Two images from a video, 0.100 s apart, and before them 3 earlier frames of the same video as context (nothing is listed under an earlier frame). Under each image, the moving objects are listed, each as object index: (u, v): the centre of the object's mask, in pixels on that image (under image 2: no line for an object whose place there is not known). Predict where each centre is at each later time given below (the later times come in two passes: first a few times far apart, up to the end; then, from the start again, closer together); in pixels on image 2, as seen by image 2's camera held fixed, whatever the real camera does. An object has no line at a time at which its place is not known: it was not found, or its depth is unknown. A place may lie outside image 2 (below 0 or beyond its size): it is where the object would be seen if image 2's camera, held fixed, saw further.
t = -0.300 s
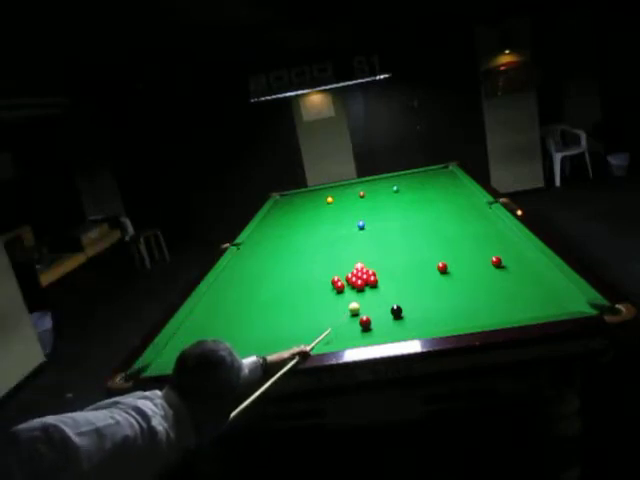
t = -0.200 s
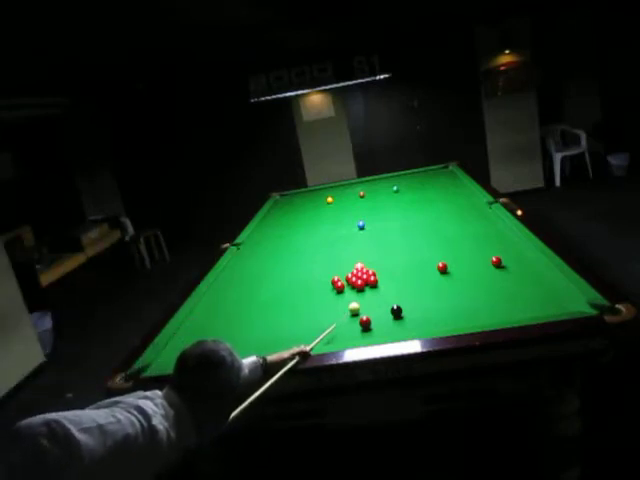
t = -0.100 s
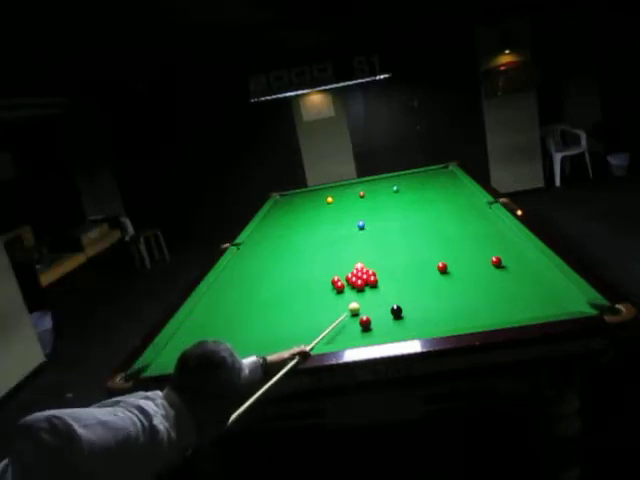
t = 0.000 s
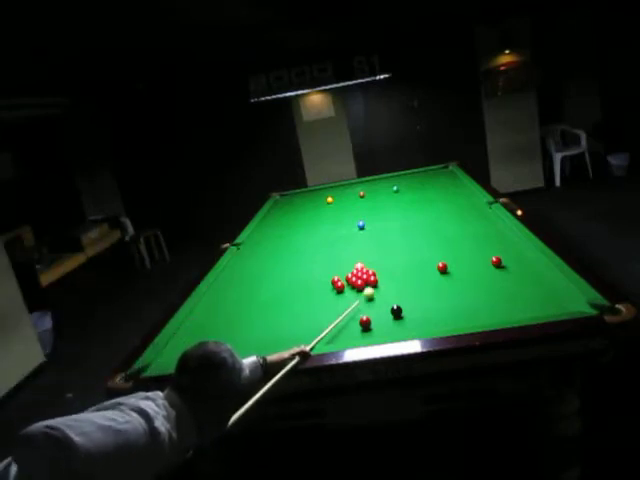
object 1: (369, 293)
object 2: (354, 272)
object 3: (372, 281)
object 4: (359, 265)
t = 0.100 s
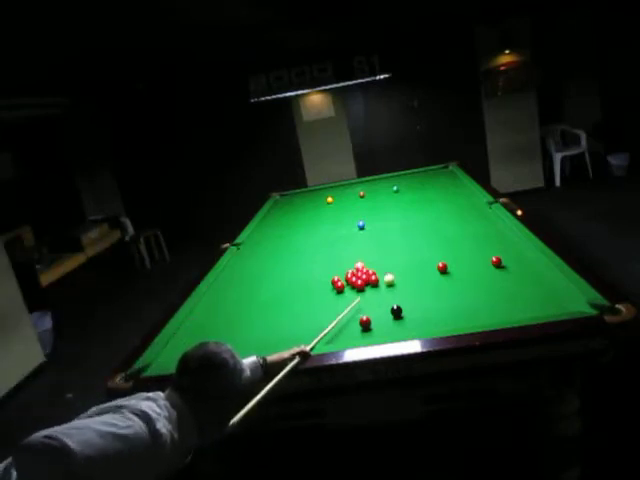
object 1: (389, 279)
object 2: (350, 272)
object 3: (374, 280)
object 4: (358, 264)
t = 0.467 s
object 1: (461, 246)
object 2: (318, 273)
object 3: (386, 276)
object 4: (360, 260)
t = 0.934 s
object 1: (472, 224)
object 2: (284, 271)
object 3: (398, 271)
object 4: (360, 254)
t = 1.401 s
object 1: (413, 220)
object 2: (256, 270)
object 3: (406, 268)
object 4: (360, 249)
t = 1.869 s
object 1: (367, 218)
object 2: (232, 269)
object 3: (410, 267)
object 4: (360, 245)
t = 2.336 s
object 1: (328, 215)
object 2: (236, 265)
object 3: (411, 266)
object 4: (360, 243)
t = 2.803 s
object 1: (297, 213)
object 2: (251, 261)
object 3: (411, 266)
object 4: (360, 241)
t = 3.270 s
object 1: (271, 212)
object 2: (262, 257)
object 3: (411, 266)
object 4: (361, 240)
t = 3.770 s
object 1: (284, 206)
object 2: (271, 255)
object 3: (411, 266)
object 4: (361, 240)
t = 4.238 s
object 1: (300, 200)
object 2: (275, 254)
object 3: (411, 266)
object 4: (361, 240)
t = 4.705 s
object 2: (276, 253)
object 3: (411, 267)
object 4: (361, 240)
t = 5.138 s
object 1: (325, 191)
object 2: (276, 253)
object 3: (411, 266)
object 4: (361, 240)
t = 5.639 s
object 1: (336, 188)
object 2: (276, 253)
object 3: (411, 266)
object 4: (361, 240)
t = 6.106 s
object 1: (344, 185)
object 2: (276, 253)
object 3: (411, 267)
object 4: (361, 240)
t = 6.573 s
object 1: (351, 183)
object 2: (276, 253)
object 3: (411, 267)
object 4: (361, 240)
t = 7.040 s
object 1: (355, 182)
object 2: (276, 253)
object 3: (411, 267)
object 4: (361, 240)
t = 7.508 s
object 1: (356, 182)
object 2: (276, 253)
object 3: (411, 267)
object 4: (361, 240)
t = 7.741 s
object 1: (357, 182)
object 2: (276, 253)
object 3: (411, 267)
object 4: (361, 240)
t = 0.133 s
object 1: (397, 276)
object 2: (346, 272)
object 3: (375, 280)
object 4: (358, 264)
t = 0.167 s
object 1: (404, 273)
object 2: (343, 273)
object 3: (376, 279)
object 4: (359, 263)
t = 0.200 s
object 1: (411, 270)
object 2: (341, 273)
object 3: (378, 279)
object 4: (359, 263)
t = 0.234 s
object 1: (418, 266)
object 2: (338, 273)
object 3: (378, 278)
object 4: (359, 263)
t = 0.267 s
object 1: (424, 263)
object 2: (335, 272)
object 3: (380, 278)
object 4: (359, 263)
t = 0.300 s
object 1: (431, 260)
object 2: (332, 273)
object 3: (381, 278)
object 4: (359, 262)
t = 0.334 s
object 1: (437, 256)
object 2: (329, 273)
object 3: (382, 277)
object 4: (359, 262)
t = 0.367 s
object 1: (443, 254)
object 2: (326, 273)
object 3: (383, 277)
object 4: (360, 261)
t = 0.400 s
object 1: (449, 251)
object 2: (324, 273)
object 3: (384, 277)
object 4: (360, 261)
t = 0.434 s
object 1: (455, 248)
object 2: (321, 273)
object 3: (385, 277)
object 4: (360, 261)
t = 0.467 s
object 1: (461, 246)
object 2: (318, 273)
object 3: (386, 276)
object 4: (360, 260)
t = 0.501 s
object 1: (467, 243)
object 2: (315, 272)
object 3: (387, 276)
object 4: (360, 260)
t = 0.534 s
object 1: (473, 240)
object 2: (313, 272)
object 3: (388, 275)
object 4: (360, 259)
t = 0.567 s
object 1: (479, 238)
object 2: (310, 272)
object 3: (389, 275)
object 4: (360, 259)
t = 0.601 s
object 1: (483, 235)
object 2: (308, 272)
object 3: (390, 274)
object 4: (360, 258)
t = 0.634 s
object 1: (489, 233)
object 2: (305, 272)
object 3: (391, 274)
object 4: (360, 258)
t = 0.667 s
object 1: (494, 230)
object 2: (303, 272)
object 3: (392, 274)
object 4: (360, 257)
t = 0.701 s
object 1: (499, 228)
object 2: (300, 272)
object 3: (393, 273)
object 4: (360, 257)
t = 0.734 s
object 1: (503, 225)
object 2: (298, 272)
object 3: (393, 273)
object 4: (360, 257)
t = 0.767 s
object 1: (499, 225)
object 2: (296, 272)
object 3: (394, 273)
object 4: (360, 256)
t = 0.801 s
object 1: (492, 225)
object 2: (293, 272)
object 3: (395, 272)
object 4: (360, 256)
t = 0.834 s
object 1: (487, 225)
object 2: (291, 271)
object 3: (396, 272)
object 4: (360, 255)
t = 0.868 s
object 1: (482, 225)
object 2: (289, 271)
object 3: (396, 272)
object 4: (360, 255)
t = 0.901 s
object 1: (477, 224)
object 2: (286, 271)
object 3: (397, 271)
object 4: (360, 254)
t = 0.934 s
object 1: (472, 224)
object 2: (284, 271)
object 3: (398, 271)
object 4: (360, 254)
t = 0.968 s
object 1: (468, 224)
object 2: (282, 271)
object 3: (399, 271)
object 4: (360, 253)
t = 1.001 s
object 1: (463, 223)
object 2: (280, 271)
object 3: (399, 271)
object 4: (360, 253)
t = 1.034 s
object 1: (458, 223)
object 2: (277, 271)
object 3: (400, 271)
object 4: (360, 253)
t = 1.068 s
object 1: (454, 223)
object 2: (275, 270)
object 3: (400, 271)
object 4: (360, 252)
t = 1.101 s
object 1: (450, 222)
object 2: (273, 271)
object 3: (401, 270)
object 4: (360, 252)
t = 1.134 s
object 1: (445, 222)
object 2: (271, 270)
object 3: (402, 270)
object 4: (360, 251)
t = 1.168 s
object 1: (441, 222)
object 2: (269, 270)
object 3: (402, 269)
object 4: (360, 252)
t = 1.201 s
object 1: (437, 222)
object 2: (267, 270)
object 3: (403, 269)
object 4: (360, 251)
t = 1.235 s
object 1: (433, 221)
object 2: (265, 270)
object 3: (403, 269)
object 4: (360, 251)
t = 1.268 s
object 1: (429, 221)
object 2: (263, 270)
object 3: (404, 269)
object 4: (360, 250)
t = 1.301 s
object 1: (425, 221)
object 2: (261, 270)
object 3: (405, 269)
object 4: (360, 250)
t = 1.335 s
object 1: (421, 221)
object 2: (259, 270)
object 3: (405, 269)
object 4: (360, 250)
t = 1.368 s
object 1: (417, 221)
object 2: (258, 270)
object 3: (405, 269)
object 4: (360, 249)
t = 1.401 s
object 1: (413, 220)
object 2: (256, 270)
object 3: (406, 268)
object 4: (360, 249)
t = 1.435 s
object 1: (410, 220)
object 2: (254, 270)
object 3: (406, 268)
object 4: (360, 249)
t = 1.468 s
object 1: (406, 220)
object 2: (252, 270)
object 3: (407, 268)
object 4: (360, 249)
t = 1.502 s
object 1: (402, 220)
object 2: (250, 270)
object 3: (407, 268)
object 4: (360, 248)
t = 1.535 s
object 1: (399, 220)
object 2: (248, 269)
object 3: (407, 268)
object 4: (360, 248)
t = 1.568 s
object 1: (395, 219)
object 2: (246, 269)
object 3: (408, 268)
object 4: (360, 248)
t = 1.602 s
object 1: (392, 219)
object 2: (245, 269)
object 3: (408, 268)
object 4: (360, 248)
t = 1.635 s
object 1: (389, 219)
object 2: (243, 269)
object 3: (408, 268)
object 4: (360, 247)
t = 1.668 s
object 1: (385, 219)
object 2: (241, 269)
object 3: (409, 267)
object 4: (360, 247)
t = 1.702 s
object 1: (382, 219)
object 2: (240, 269)
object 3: (409, 267)
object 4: (360, 247)
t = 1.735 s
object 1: (379, 218)
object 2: (238, 269)
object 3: (409, 267)
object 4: (360, 247)
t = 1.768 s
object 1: (376, 218)
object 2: (237, 269)
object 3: (409, 267)
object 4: (360, 246)
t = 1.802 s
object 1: (373, 218)
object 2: (235, 269)
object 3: (410, 267)
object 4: (360, 246)
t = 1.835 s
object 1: (370, 218)
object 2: (233, 269)
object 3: (410, 267)
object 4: (360, 246)
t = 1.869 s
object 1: (367, 218)
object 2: (232, 269)
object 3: (410, 267)
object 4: (360, 245)
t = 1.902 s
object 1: (363, 217)
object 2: (230, 269)
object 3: (410, 267)
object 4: (360, 245)
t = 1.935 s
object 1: (360, 217)
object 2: (229, 269)
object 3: (410, 267)
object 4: (360, 245)
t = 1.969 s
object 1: (357, 217)
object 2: (227, 269)
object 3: (410, 266)
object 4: (360, 245)
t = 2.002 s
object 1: (355, 217)
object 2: (226, 268)
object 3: (411, 267)
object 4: (360, 245)
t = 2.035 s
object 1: (352, 217)
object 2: (225, 269)
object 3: (411, 266)
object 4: (360, 244)
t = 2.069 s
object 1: (349, 216)
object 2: (226, 268)
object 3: (411, 266)
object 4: (360, 244)
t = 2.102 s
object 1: (347, 216)
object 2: (227, 268)
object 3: (411, 266)
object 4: (360, 244)
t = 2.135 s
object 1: (344, 216)
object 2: (229, 267)
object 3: (411, 266)
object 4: (360, 244)
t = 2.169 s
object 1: (341, 216)
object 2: (230, 267)
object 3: (411, 266)
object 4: (360, 243)
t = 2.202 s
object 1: (338, 216)
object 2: (231, 267)
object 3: (411, 266)
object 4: (360, 243)
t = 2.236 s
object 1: (336, 215)
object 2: (233, 266)
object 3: (411, 266)
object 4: (360, 243)
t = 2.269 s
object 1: (333, 215)
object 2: (234, 266)
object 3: (411, 266)
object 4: (360, 243)
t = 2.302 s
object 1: (331, 215)
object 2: (235, 265)
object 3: (411, 266)
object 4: (360, 243)
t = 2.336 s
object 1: (328, 215)
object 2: (236, 265)
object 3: (411, 266)
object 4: (360, 243)
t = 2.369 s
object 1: (326, 215)
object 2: (237, 265)
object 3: (411, 266)
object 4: (360, 243)
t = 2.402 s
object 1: (323, 215)
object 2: (239, 264)
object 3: (411, 266)
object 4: (360, 242)
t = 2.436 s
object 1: (321, 215)
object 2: (240, 264)
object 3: (411, 266)
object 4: (360, 242)
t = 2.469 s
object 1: (319, 215)
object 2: (241, 264)
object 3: (411, 266)
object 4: (360, 242)
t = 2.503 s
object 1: (316, 214)
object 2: (242, 263)
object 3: (411, 266)
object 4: (360, 242)
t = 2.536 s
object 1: (314, 214)
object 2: (243, 263)
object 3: (411, 266)
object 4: (360, 242)
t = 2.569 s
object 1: (312, 214)
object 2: (244, 263)
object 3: (411, 266)
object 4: (360, 242)
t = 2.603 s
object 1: (310, 214)
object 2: (245, 262)
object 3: (411, 266)
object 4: (360, 242)
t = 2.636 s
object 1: (307, 214)
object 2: (246, 262)
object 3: (411, 266)
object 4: (360, 242)
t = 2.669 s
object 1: (305, 214)
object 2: (247, 262)
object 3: (411, 266)
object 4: (360, 242)
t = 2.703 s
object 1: (303, 214)
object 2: (248, 262)
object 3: (411, 266)
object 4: (360, 241)
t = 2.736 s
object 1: (301, 213)
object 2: (249, 261)
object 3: (411, 266)
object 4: (360, 241)
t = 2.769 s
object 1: (299, 213)
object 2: (250, 261)
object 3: (411, 266)
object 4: (360, 241)
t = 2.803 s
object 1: (297, 213)
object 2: (251, 261)
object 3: (411, 266)
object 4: (360, 241)
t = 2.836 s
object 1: (295, 213)
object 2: (252, 260)
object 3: (411, 266)
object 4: (361, 241)
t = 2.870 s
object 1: (293, 213)
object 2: (253, 260)
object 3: (411, 266)
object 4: (360, 241)
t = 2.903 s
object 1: (291, 213)
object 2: (254, 260)
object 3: (411, 266)
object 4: (361, 241)
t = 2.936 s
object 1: (289, 213)
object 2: (255, 260)
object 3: (411, 266)
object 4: (361, 241)
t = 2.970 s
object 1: (287, 213)
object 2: (255, 259)
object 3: (411, 266)
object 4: (361, 241)
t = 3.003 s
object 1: (285, 213)
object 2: (257, 259)
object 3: (411, 266)
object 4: (361, 241)
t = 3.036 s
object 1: (284, 213)
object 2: (257, 259)
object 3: (411, 266)
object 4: (360, 240)
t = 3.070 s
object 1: (282, 212)
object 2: (259, 259)
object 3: (411, 266)
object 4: (360, 240)
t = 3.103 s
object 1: (280, 212)
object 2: (259, 258)
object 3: (411, 266)
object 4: (360, 240)
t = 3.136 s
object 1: (278, 212)
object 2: (260, 258)
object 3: (411, 266)
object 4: (360, 240)
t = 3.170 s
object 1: (276, 212)
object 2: (260, 258)
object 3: (411, 266)
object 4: (360, 240)
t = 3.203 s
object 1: (275, 212)
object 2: (261, 257)
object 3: (411, 266)
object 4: (361, 240)
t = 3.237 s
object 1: (273, 212)
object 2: (262, 257)
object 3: (411, 266)
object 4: (361, 240)
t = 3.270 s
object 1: (271, 212)
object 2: (262, 257)
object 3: (411, 266)
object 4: (361, 240)
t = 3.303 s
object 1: (270, 212)
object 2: (263, 257)
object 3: (411, 266)
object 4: (361, 240)
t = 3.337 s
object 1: (268, 211)
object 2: (263, 257)
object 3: (411, 266)
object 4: (361, 240)
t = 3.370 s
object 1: (268, 211)
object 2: (264, 257)
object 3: (411, 266)
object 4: (361, 240)
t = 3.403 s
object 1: (270, 211)
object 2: (265, 256)
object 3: (411, 266)
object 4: (361, 240)
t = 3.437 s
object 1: (271, 210)
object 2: (265, 256)
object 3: (411, 266)
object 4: (361, 240)
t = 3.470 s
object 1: (273, 210)
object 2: (266, 256)
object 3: (411, 266)
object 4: (361, 240)
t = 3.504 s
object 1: (274, 209)
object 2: (266, 256)
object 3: (411, 266)
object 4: (361, 240)
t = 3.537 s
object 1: (275, 209)
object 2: (267, 256)
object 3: (411, 266)
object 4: (361, 240)
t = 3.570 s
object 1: (276, 208)
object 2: (268, 255)
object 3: (411, 266)
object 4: (361, 240)
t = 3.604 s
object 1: (278, 208)
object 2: (268, 255)
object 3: (411, 266)
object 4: (361, 240)
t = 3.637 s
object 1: (279, 207)
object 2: (268, 255)
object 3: (411, 266)
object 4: (361, 240)
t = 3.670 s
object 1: (280, 207)
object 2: (269, 255)
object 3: (411, 266)
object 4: (361, 240)
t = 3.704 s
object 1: (282, 206)
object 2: (269, 255)
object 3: (411, 266)
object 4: (361, 240)
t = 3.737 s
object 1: (283, 206)
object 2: (270, 255)
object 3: (411, 266)
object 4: (361, 240)
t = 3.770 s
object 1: (284, 206)
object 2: (271, 255)
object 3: (411, 266)
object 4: (361, 240)
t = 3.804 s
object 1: (286, 205)
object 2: (271, 255)
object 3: (411, 266)
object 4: (361, 240)
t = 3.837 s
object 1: (287, 205)
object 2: (271, 255)
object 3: (411, 266)
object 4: (361, 240)
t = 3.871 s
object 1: (288, 204)
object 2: (272, 254)
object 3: (411, 266)
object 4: (361, 240)
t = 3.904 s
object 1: (289, 204)
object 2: (272, 254)
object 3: (411, 266)
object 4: (361, 240)
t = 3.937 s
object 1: (291, 203)
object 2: (273, 254)
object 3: (411, 266)
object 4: (361, 240)
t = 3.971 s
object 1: (292, 203)
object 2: (273, 254)
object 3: (411, 266)
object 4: (361, 240)
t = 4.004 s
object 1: (293, 202)
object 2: (273, 254)
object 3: (411, 266)
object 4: (361, 240)
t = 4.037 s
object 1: (294, 202)
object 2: (274, 254)
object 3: (411, 266)
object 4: (361, 240)
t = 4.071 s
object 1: (295, 202)
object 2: (274, 254)
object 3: (411, 266)
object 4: (361, 240)
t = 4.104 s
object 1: (296, 201)
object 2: (274, 254)
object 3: (411, 266)
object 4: (361, 240)
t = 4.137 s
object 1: (297, 201)
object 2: (274, 254)
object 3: (411, 266)
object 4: (361, 240)
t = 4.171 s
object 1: (298, 201)
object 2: (274, 254)
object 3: (411, 266)
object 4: (361, 240)
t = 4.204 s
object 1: (299, 200)
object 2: (275, 254)
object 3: (411, 266)
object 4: (361, 240)
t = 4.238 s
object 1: (300, 200)
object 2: (275, 254)
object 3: (411, 266)
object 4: (361, 240)
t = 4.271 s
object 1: (302, 199)
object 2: (275, 254)
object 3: (411, 266)
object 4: (361, 240)
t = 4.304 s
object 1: (303, 199)
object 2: (275, 254)
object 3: (411, 266)
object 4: (361, 240)
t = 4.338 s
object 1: (304, 199)
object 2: (275, 254)
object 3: (411, 266)
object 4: (361, 240)
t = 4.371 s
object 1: (305, 199)
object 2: (276, 253)
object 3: (411, 266)
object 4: (361, 240)
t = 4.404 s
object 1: (306, 198)
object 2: (276, 253)
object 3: (411, 266)
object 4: (361, 240)
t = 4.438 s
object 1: (307, 198)
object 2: (276, 253)
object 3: (411, 266)
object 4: (361, 240)
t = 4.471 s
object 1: (308, 197)
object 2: (276, 253)
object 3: (411, 266)
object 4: (361, 240)
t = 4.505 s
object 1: (309, 197)
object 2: (276, 253)
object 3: (411, 266)
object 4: (361, 240)
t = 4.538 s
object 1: (310, 197)
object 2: (276, 253)
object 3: (411, 266)
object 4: (361, 240)
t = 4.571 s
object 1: (311, 196)
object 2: (276, 253)
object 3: (411, 266)
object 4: (361, 240)
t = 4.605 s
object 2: (276, 253)
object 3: (411, 266)
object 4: (361, 240)
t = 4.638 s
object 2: (276, 253)
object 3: (411, 266)
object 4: (361, 240)
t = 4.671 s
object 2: (276, 253)
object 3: (411, 266)
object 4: (361, 240)
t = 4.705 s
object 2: (276, 253)
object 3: (411, 267)
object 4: (361, 240)
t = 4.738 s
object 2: (276, 253)
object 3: (411, 267)
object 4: (361, 241)
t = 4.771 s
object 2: (276, 253)
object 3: (411, 267)
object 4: (361, 240)
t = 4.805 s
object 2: (276, 253)
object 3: (411, 267)
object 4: (361, 240)
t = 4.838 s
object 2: (276, 253)
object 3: (411, 267)
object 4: (361, 240)
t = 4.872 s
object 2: (276, 253)
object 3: (411, 267)
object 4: (361, 240)
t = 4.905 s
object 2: (276, 253)
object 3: (411, 267)
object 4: (361, 240)
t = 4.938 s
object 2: (276, 253)
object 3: (411, 266)
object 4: (361, 240)
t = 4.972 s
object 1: (321, 193)
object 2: (276, 253)
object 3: (411, 266)
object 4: (361, 240)
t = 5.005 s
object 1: (322, 192)
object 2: (276, 253)
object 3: (411, 266)
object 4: (361, 240)
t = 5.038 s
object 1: (323, 192)
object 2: (276, 253)
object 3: (411, 266)
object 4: (361, 240)
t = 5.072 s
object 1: (324, 192)
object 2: (276, 253)
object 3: (411, 266)
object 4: (361, 240)
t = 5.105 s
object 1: (324, 191)
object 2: (276, 253)
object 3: (411, 266)
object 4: (361, 240)
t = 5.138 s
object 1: (325, 191)
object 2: (276, 253)
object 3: (411, 266)
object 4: (361, 240)
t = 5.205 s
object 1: (327, 190)
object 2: (276, 253)
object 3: (411, 266)
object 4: (361, 240)
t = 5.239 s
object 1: (328, 190)
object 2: (276, 253)
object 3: (411, 266)
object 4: (361, 240)
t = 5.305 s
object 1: (329, 190)
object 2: (276, 253)
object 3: (411, 266)
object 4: (361, 240)
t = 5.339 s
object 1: (330, 190)
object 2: (276, 253)
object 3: (411, 266)
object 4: (361, 240)
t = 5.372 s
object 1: (331, 189)
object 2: (276, 254)
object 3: (411, 266)
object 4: (361, 240)
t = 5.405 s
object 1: (331, 189)
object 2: (276, 254)
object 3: (411, 266)
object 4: (361, 240)
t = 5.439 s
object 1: (332, 189)
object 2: (276, 253)
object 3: (411, 266)
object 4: (361, 240)
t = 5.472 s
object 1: (333, 189)
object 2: (276, 253)
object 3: (411, 266)
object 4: (361, 240)
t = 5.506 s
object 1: (333, 188)
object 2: (276, 253)
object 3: (411, 266)
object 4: (361, 240)
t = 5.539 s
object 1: (334, 188)
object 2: (276, 253)
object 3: (411, 266)
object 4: (361, 240)
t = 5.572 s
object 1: (335, 188)
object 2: (276, 253)
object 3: (411, 266)
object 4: (361, 240)
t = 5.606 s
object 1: (335, 188)
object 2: (276, 253)
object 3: (411, 266)
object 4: (361, 240)
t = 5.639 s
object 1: (336, 188)
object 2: (276, 253)
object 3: (411, 266)
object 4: (361, 240)
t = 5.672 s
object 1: (337, 187)
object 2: (276, 253)
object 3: (411, 266)
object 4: (361, 240)
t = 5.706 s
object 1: (337, 187)
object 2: (276, 253)
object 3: (411, 266)
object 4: (361, 240)
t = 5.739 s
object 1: (338, 187)
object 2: (276, 253)
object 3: (411, 266)
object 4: (361, 240)
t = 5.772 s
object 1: (338, 187)
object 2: (276, 253)
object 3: (411, 266)
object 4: (361, 240)
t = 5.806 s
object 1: (339, 187)
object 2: (276, 253)
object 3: (411, 266)
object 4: (361, 240)
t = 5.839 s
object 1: (340, 186)
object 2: (276, 253)
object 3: (411, 266)
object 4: (361, 240)
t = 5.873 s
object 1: (340, 186)
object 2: (276, 253)
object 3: (411, 267)
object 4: (361, 240)
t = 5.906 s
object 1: (341, 186)
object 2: (276, 253)
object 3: (411, 267)
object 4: (361, 240)
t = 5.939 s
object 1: (341, 186)
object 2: (276, 253)
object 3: (411, 267)
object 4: (361, 240)
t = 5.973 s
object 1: (342, 186)
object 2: (276, 253)
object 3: (411, 267)
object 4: (361, 240)
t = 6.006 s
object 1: (342, 186)
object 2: (276, 253)
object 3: (411, 267)
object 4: (361, 240)
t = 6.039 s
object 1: (343, 185)
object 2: (276, 253)
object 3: (411, 267)
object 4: (361, 240)
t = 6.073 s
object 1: (344, 185)
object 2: (276, 253)
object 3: (411, 267)
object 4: (361, 240)
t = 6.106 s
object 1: (344, 185)
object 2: (276, 253)
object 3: (411, 267)
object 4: (361, 240)
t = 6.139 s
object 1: (344, 185)
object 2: (276, 253)
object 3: (411, 267)
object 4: (361, 240)
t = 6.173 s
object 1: (345, 185)
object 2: (276, 253)
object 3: (411, 267)
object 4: (361, 240)
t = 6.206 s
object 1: (345, 184)
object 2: (276, 253)
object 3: (411, 267)
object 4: (361, 240)
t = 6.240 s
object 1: (346, 184)
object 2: (276, 253)
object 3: (411, 267)
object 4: (361, 240)
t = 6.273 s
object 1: (347, 184)
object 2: (276, 253)
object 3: (411, 267)
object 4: (361, 240)
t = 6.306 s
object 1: (347, 184)
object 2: (276, 253)
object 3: (411, 267)
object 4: (361, 240)
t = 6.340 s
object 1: (348, 184)
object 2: (276, 253)
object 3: (411, 267)
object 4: (361, 240)
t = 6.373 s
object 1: (348, 184)
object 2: (276, 253)
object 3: (411, 267)
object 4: (361, 240)
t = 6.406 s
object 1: (348, 184)
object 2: (276, 253)
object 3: (411, 267)
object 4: (361, 240)
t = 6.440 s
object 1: (349, 183)
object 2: (276, 253)
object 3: (411, 267)
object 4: (361, 240)
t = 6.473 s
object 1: (349, 183)
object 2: (276, 253)
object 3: (411, 267)
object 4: (361, 240)
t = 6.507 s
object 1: (349, 183)
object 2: (276, 253)
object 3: (411, 267)
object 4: (361, 240)
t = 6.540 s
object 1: (350, 183)
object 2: (276, 253)
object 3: (411, 267)
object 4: (361, 240)
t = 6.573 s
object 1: (351, 183)
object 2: (276, 253)
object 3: (411, 267)
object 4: (361, 240)
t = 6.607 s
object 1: (351, 183)
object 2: (276, 253)
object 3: (411, 267)
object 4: (361, 240)
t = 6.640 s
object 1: (351, 183)
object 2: (276, 253)
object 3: (411, 267)
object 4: (361, 240)
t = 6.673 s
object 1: (351, 183)
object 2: (276, 253)
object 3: (411, 267)
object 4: (361, 240)
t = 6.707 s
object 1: (352, 182)
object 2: (276, 253)
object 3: (411, 267)
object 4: (361, 240)
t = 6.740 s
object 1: (352, 182)
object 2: (276, 253)
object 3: (411, 267)
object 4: (361, 240)
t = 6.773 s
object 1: (353, 182)
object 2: (276, 253)
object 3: (411, 267)
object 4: (361, 240)
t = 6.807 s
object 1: (353, 182)
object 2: (276, 253)
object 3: (411, 267)
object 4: (361, 240)
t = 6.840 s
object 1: (353, 182)
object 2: (276, 253)
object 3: (411, 267)
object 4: (361, 240)
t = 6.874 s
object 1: (354, 182)
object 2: (276, 253)
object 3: (411, 267)
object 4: (361, 240)
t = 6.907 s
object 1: (354, 182)
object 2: (276, 253)
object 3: (411, 267)
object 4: (361, 240)
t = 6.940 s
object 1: (354, 182)
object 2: (276, 253)
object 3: (411, 267)
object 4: (361, 240)
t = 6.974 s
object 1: (354, 182)
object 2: (276, 253)
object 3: (411, 267)
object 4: (361, 240)
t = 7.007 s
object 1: (355, 182)
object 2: (276, 253)
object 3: (411, 267)
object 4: (361, 240)
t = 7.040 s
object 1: (355, 182)
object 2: (276, 253)
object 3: (411, 267)
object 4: (361, 240)
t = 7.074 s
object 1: (355, 182)
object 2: (276, 253)
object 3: (411, 267)
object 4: (361, 240)
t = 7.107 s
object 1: (355, 182)
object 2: (276, 253)
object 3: (411, 267)
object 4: (361, 240)
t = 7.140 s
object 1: (355, 182)
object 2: (276, 253)
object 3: (411, 267)
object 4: (361, 240)
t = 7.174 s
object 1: (355, 182)
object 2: (276, 253)
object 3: (411, 267)
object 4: (361, 240)
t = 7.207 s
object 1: (355, 182)
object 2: (276, 253)
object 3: (411, 267)
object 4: (361, 240)
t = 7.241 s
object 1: (356, 182)
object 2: (276, 253)
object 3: (411, 267)
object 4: (361, 240)
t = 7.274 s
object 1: (356, 182)
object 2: (276, 253)
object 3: (411, 267)
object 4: (361, 240)
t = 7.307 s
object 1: (356, 182)
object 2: (276, 253)
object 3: (411, 267)
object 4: (361, 240)
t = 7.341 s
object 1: (356, 182)
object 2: (276, 253)
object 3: (411, 267)
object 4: (361, 240)
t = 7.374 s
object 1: (356, 182)
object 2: (276, 253)
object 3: (411, 267)
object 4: (361, 240)
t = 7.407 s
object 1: (356, 182)
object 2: (276, 253)
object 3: (411, 267)
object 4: (361, 240)
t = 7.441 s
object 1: (356, 182)
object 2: (276, 253)
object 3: (411, 267)
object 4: (361, 240)
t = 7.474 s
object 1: (356, 182)
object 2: (276, 253)
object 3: (411, 267)
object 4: (361, 240)
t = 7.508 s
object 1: (356, 182)
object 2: (276, 253)
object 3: (411, 267)
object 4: (361, 240)
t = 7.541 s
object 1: (357, 182)
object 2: (276, 253)
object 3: (411, 267)
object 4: (361, 240)
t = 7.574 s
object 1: (357, 182)
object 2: (276, 253)
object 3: (411, 267)
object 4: (361, 240)
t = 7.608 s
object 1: (357, 182)
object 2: (276, 253)
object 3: (411, 267)
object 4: (361, 240)
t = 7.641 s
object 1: (357, 182)
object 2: (276, 253)
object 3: (411, 267)
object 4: (361, 240)
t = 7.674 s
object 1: (357, 182)
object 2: (276, 253)
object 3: (411, 267)
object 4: (361, 240)
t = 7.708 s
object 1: (357, 182)
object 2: (276, 253)
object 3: (411, 267)
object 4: (361, 240)
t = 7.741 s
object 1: (357, 182)
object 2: (276, 253)
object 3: (411, 267)
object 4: (361, 240)
